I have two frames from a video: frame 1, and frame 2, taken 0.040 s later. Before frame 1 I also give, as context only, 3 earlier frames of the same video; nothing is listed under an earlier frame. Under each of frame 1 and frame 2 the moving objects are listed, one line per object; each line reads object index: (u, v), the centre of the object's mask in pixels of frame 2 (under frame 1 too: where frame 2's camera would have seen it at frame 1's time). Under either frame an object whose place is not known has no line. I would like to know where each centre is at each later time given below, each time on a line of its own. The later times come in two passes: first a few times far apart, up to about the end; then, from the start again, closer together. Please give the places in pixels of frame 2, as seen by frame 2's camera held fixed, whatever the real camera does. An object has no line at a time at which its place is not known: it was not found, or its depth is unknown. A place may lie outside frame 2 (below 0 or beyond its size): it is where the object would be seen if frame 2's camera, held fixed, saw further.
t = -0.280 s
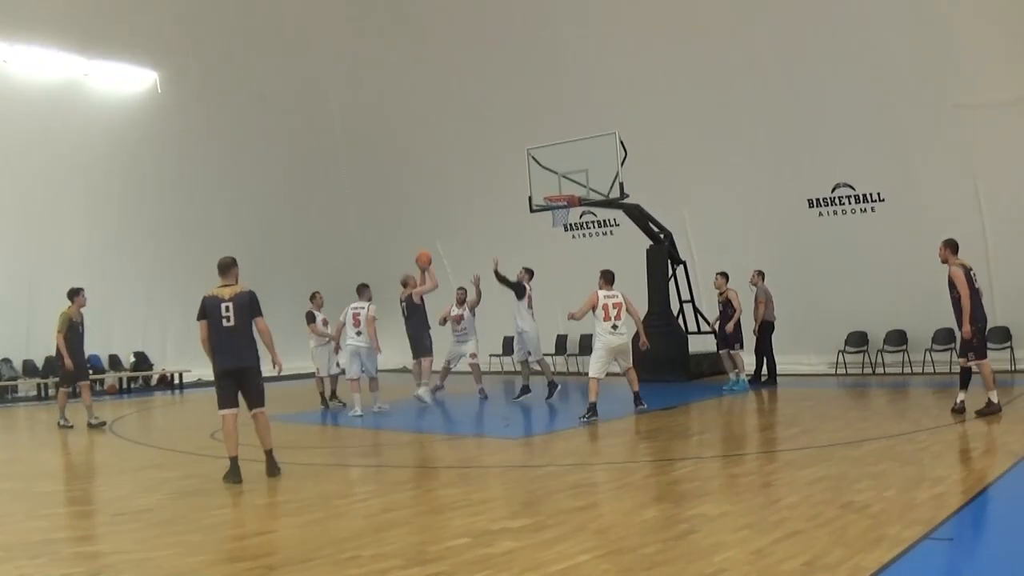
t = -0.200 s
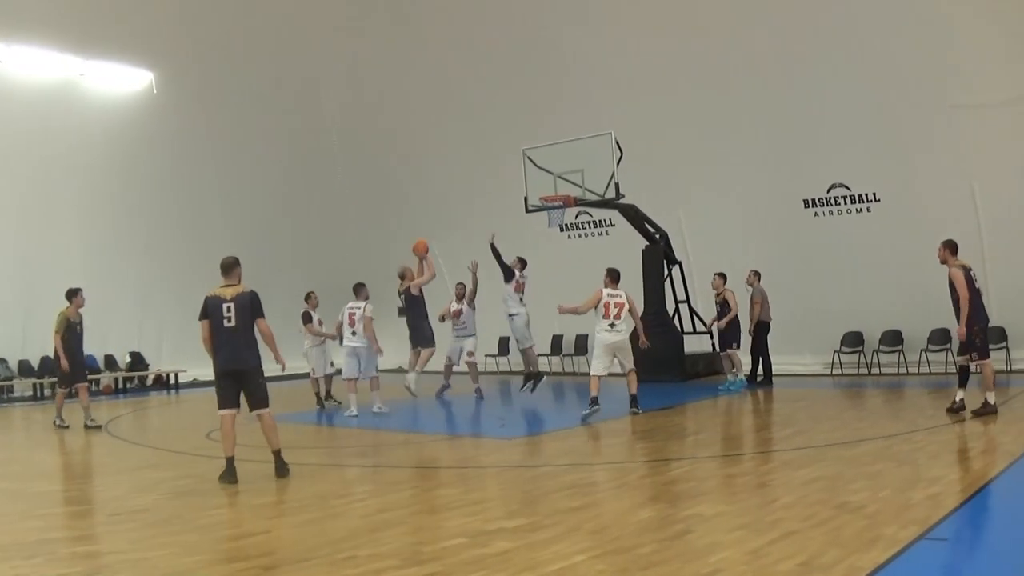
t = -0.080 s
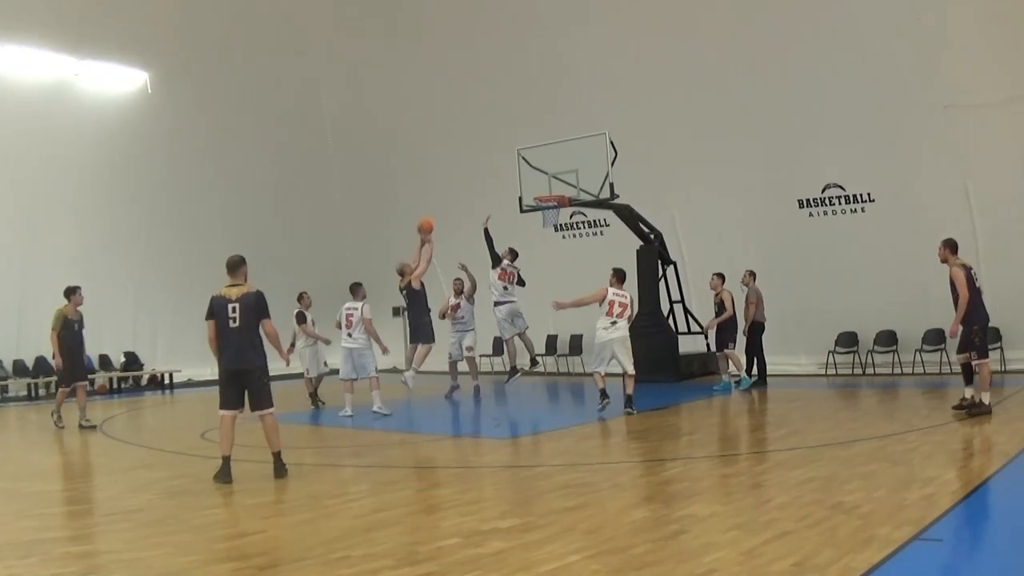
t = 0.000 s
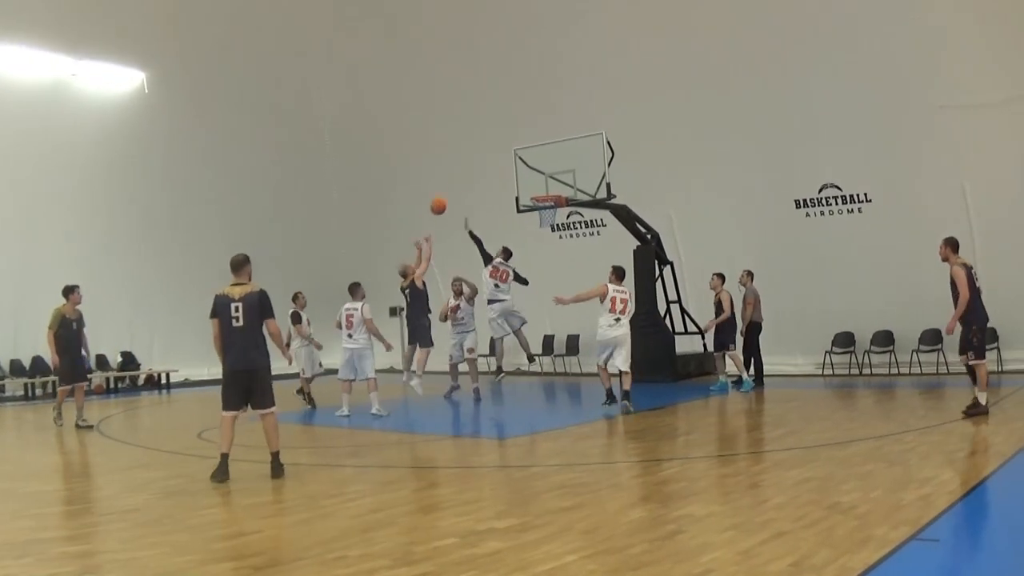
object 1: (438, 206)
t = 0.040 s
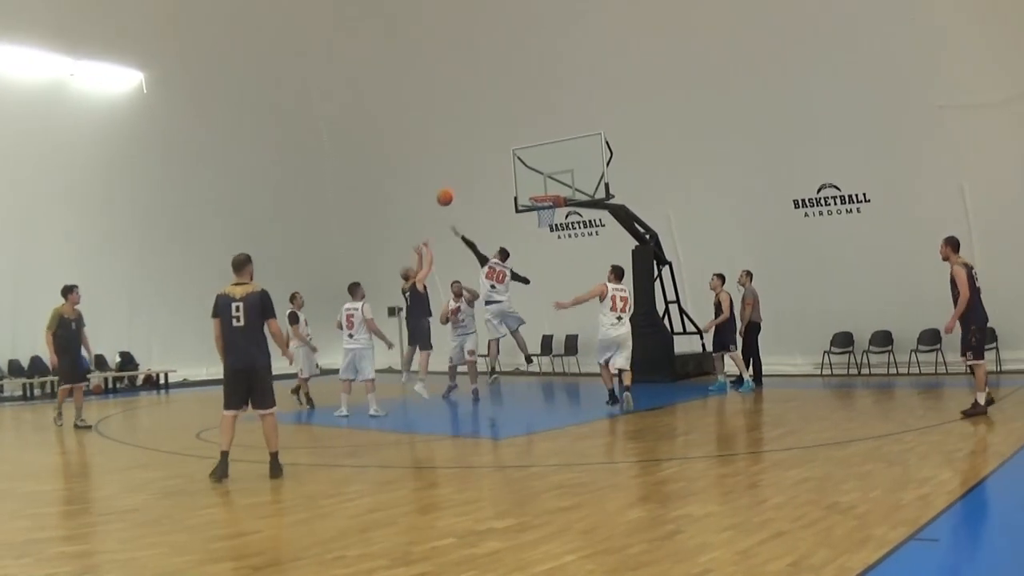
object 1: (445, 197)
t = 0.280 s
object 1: (489, 168)
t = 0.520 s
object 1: (533, 176)
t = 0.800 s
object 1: (534, 205)
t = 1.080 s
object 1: (547, 232)
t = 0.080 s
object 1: (452, 189)
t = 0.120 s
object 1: (459, 183)
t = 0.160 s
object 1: (467, 178)
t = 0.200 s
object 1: (474, 173)
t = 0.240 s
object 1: (482, 170)
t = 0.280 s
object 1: (489, 168)
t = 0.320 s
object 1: (496, 166)
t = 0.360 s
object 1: (503, 166)
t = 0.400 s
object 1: (510, 167)
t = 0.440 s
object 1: (518, 169)
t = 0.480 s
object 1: (525, 172)
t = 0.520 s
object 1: (533, 176)
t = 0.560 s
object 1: (538, 180)
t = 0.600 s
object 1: (536, 184)
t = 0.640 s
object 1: (535, 189)
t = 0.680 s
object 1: (533, 195)
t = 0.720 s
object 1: (533, 201)
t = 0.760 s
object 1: (533, 203)
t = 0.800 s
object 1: (534, 205)
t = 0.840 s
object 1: (537, 206)
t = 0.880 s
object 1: (539, 207)
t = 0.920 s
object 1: (540, 211)
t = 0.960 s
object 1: (541, 214)
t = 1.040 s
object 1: (545, 225)
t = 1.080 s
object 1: (547, 232)
